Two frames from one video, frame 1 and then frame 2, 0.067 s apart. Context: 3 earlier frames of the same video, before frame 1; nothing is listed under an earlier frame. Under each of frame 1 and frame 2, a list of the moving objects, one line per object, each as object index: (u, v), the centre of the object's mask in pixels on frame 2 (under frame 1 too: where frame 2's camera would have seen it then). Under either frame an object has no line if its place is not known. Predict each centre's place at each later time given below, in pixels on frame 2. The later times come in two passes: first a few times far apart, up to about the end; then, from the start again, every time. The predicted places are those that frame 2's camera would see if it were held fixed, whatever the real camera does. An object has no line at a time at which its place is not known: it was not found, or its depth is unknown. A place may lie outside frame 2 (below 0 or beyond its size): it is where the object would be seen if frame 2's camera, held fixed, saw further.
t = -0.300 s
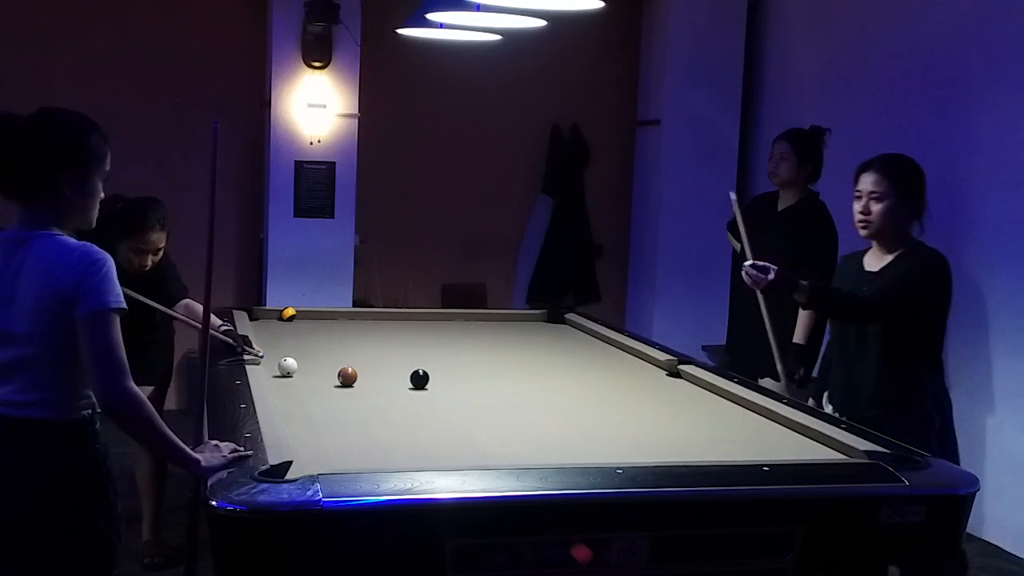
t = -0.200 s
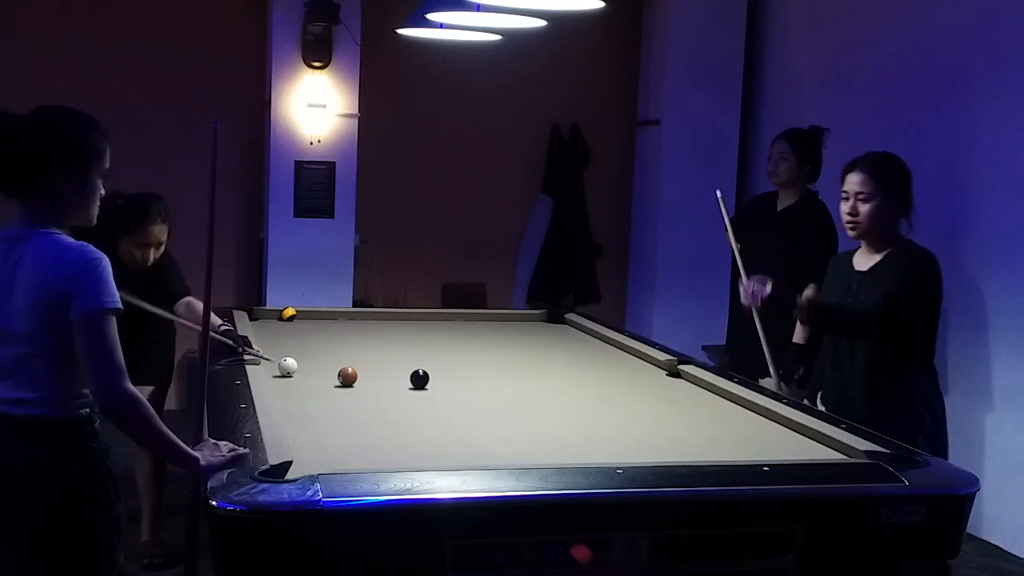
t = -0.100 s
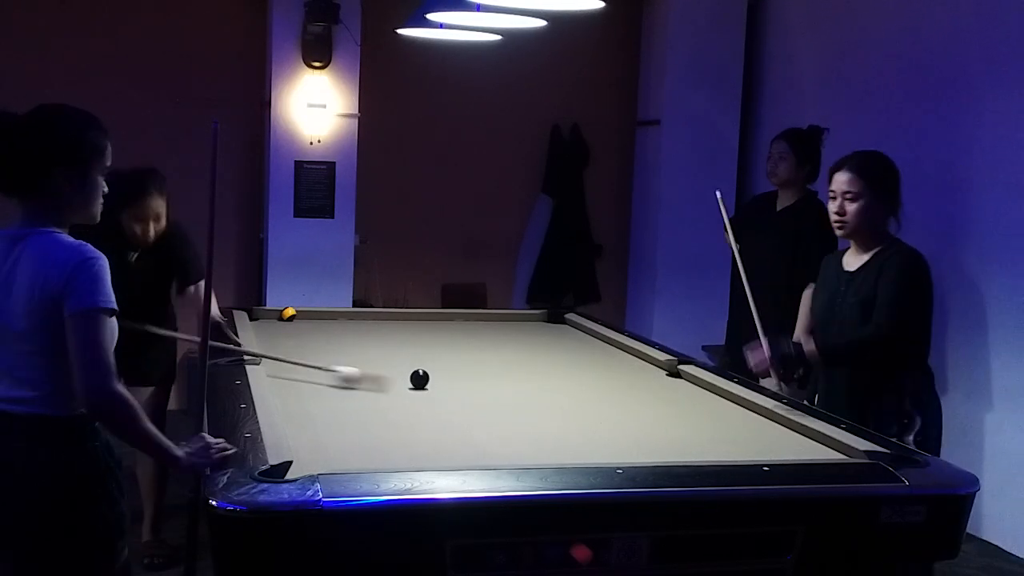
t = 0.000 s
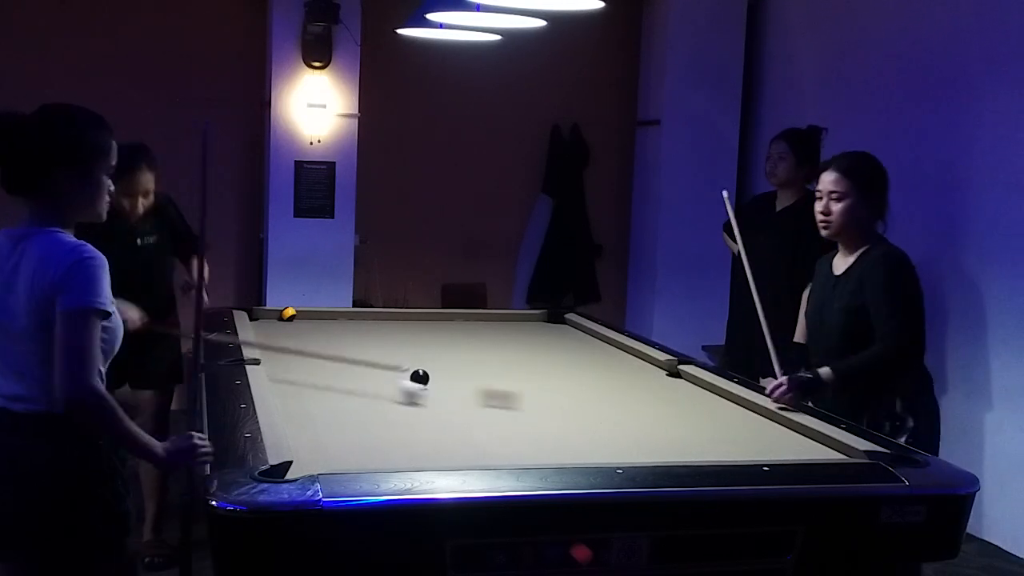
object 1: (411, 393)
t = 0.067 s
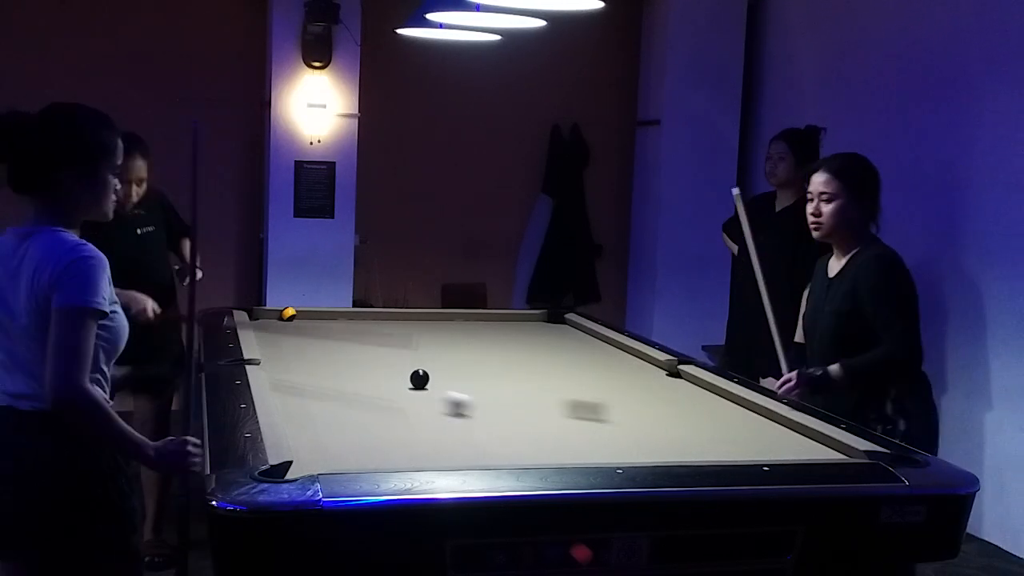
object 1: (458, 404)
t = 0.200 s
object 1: (551, 427)
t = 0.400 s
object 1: (710, 456)
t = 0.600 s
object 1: (671, 435)
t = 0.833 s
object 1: (621, 413)
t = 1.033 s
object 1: (584, 395)
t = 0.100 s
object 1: (480, 409)
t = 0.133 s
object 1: (503, 415)
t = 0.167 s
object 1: (526, 421)
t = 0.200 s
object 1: (551, 427)
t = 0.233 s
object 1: (575, 432)
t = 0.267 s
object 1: (601, 439)
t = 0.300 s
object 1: (627, 445)
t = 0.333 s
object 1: (655, 449)
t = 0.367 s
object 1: (682, 453)
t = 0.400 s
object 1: (710, 456)
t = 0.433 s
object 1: (717, 454)
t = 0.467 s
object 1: (709, 452)
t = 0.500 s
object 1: (698, 450)
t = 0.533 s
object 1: (688, 446)
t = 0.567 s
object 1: (679, 441)
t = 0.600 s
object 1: (671, 435)
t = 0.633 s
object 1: (664, 433)
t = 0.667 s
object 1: (656, 430)
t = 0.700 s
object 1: (649, 426)
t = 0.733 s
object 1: (641, 423)
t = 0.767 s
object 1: (634, 420)
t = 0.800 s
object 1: (627, 416)
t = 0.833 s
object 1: (621, 413)
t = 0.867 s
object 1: (614, 410)
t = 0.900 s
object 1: (608, 406)
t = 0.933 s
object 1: (602, 403)
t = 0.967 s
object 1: (596, 400)
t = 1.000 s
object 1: (590, 398)
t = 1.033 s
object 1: (584, 395)
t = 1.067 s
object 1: (579, 392)
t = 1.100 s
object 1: (573, 390)
